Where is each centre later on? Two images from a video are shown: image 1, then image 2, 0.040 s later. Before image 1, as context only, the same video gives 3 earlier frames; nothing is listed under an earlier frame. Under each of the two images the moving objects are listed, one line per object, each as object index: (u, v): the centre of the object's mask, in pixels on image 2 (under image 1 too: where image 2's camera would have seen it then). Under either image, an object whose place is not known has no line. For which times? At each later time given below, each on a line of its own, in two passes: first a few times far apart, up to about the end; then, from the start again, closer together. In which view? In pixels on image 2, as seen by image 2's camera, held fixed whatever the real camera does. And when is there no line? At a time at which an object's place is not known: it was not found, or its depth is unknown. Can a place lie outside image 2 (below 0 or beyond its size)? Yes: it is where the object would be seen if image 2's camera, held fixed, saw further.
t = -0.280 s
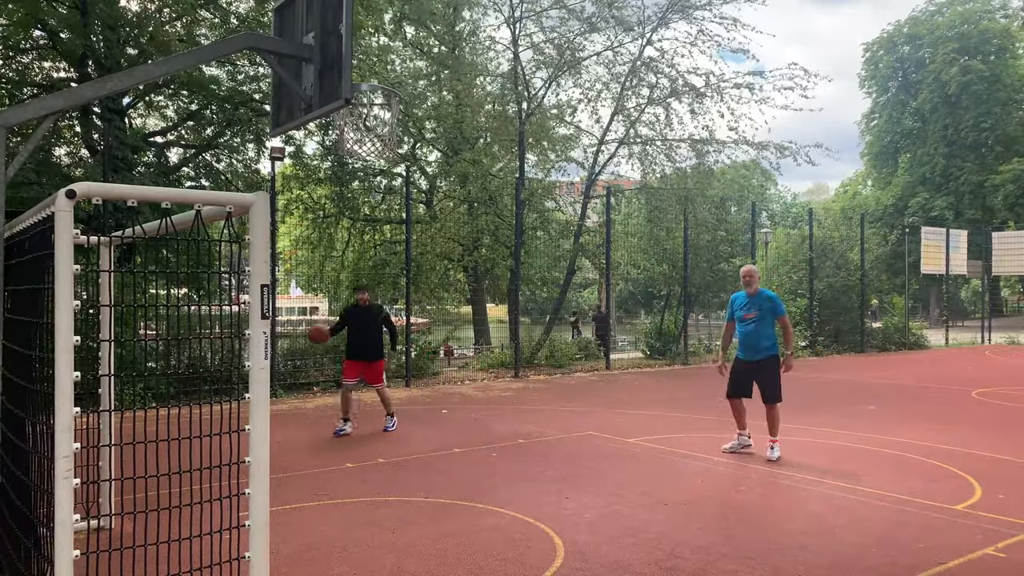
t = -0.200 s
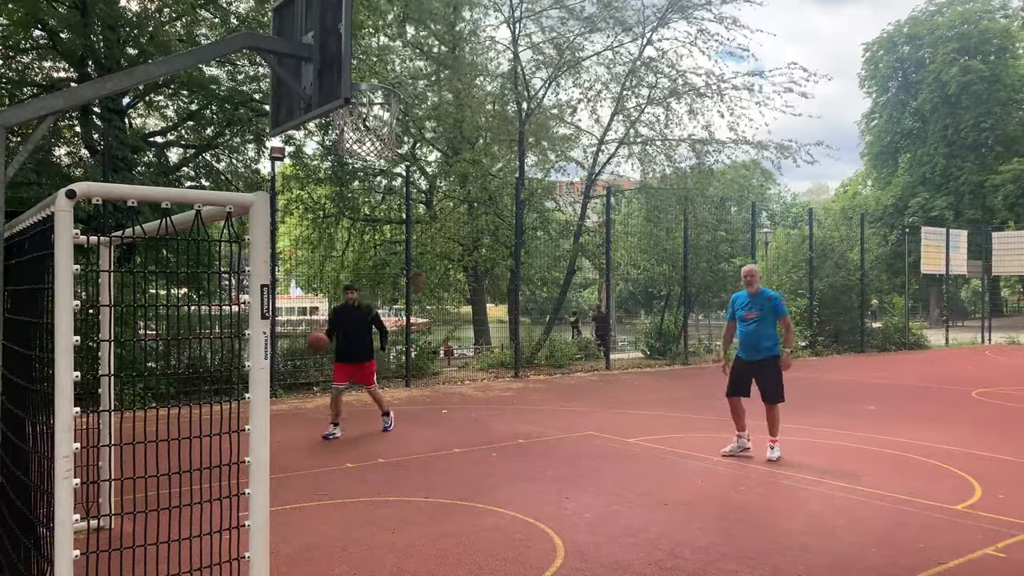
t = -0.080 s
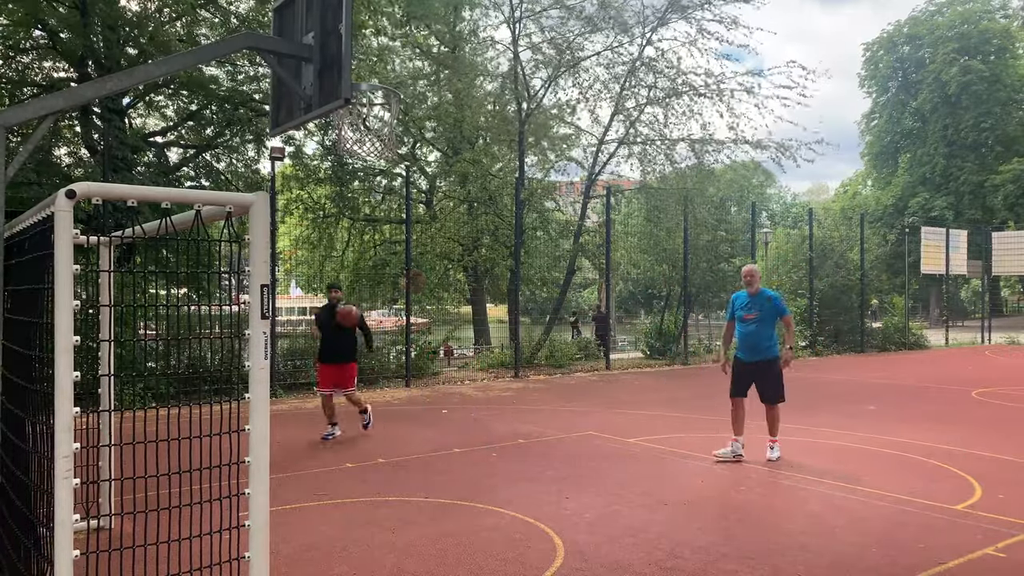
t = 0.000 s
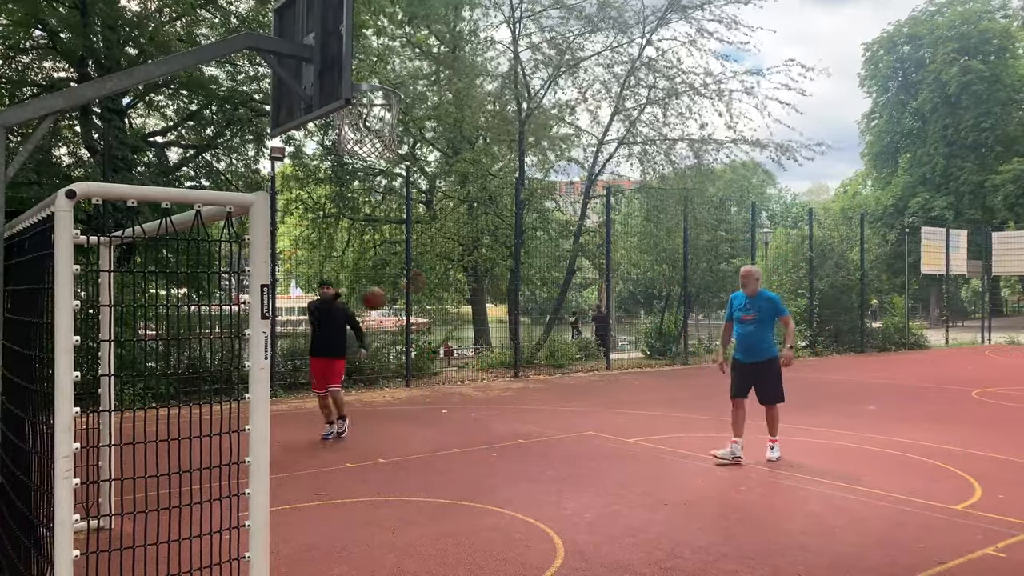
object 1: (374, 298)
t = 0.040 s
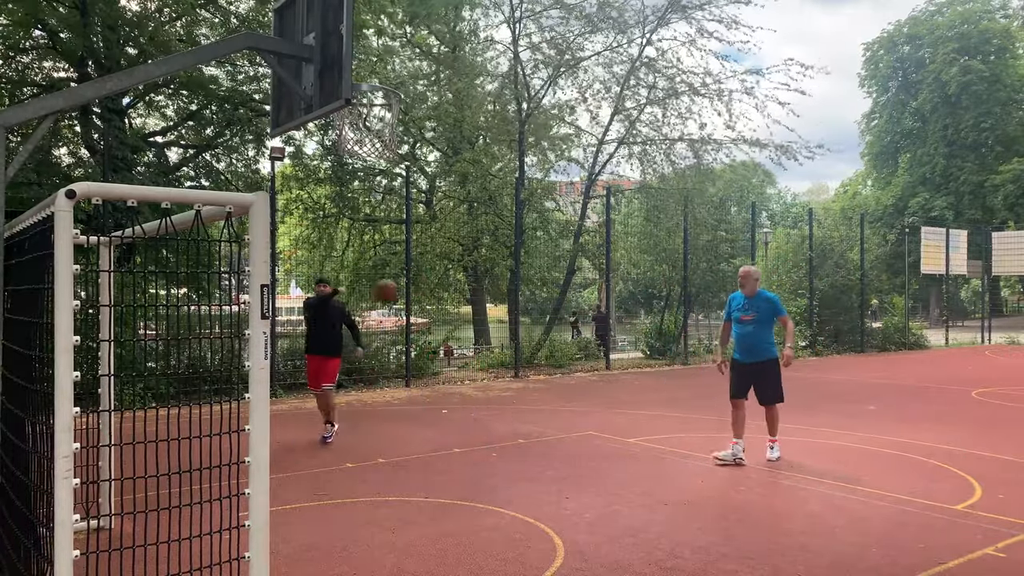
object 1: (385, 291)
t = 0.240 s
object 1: (461, 280)
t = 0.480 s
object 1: (584, 342)
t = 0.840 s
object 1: (853, 526)
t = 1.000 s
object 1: (960, 433)
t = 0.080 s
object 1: (399, 284)
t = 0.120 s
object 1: (413, 281)
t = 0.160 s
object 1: (428, 278)
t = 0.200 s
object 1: (443, 278)
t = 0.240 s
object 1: (461, 280)
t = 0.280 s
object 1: (479, 283)
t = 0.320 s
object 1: (498, 288)
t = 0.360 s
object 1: (517, 295)
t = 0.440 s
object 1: (560, 321)
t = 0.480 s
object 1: (584, 342)
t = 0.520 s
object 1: (610, 362)
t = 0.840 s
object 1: (853, 526)
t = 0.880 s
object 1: (877, 500)
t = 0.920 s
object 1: (903, 476)
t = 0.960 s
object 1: (931, 454)
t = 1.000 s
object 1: (960, 433)
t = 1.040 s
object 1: (992, 416)
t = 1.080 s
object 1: (1010, 400)
